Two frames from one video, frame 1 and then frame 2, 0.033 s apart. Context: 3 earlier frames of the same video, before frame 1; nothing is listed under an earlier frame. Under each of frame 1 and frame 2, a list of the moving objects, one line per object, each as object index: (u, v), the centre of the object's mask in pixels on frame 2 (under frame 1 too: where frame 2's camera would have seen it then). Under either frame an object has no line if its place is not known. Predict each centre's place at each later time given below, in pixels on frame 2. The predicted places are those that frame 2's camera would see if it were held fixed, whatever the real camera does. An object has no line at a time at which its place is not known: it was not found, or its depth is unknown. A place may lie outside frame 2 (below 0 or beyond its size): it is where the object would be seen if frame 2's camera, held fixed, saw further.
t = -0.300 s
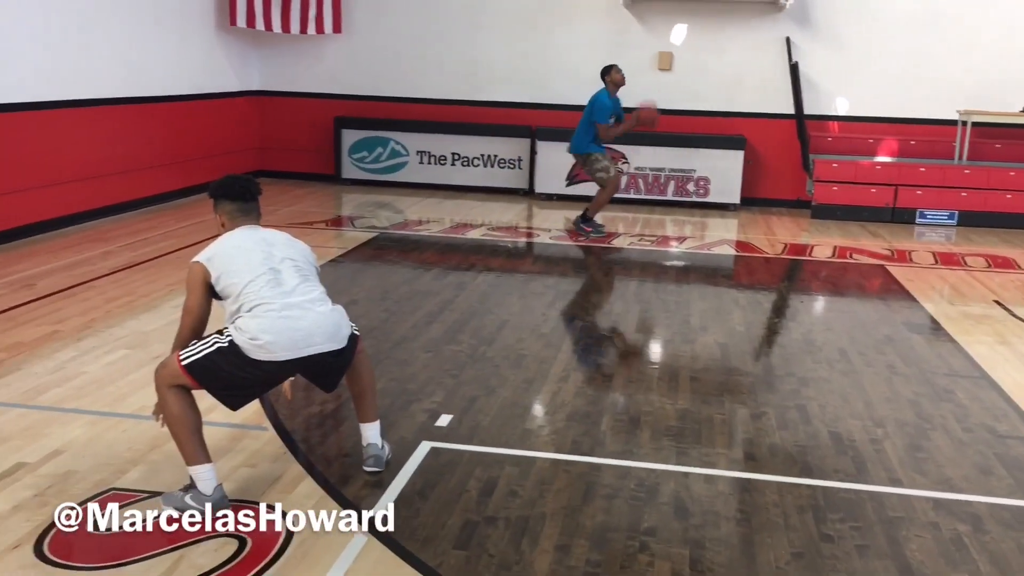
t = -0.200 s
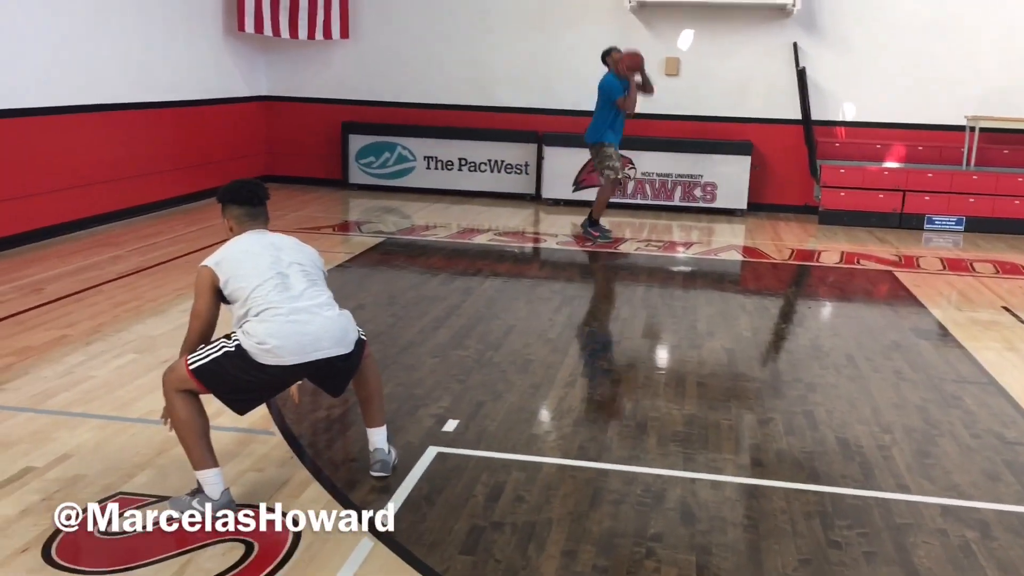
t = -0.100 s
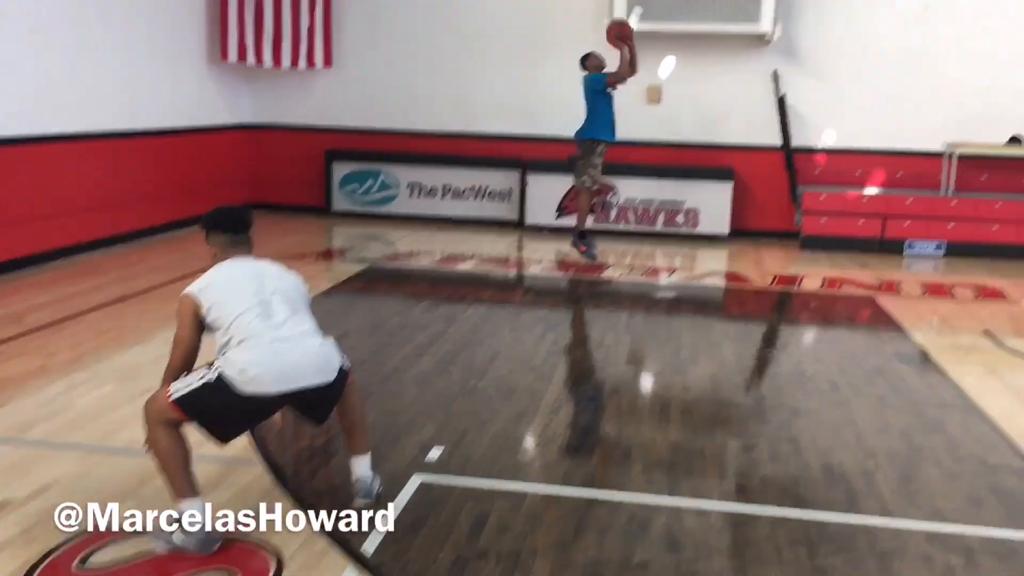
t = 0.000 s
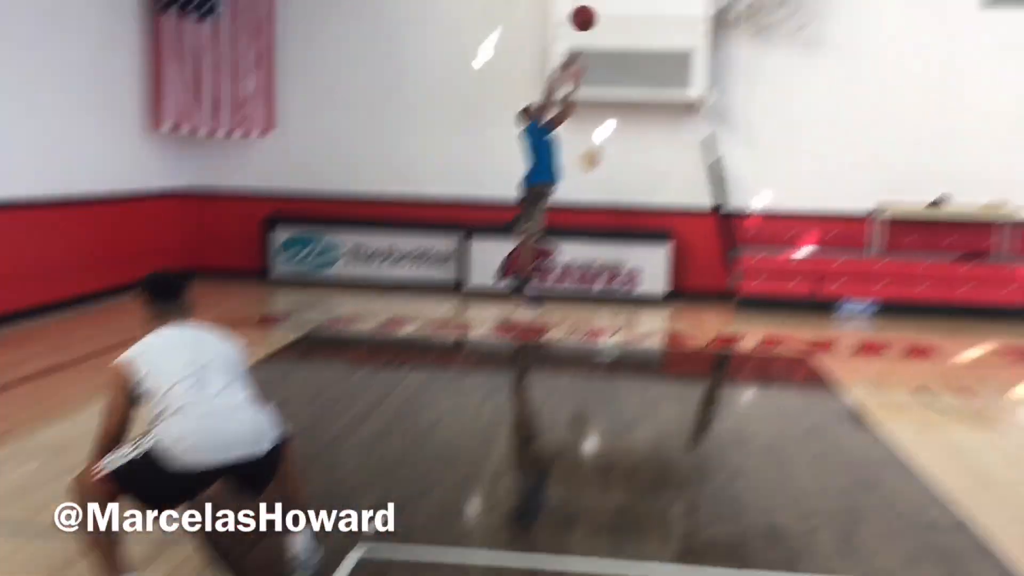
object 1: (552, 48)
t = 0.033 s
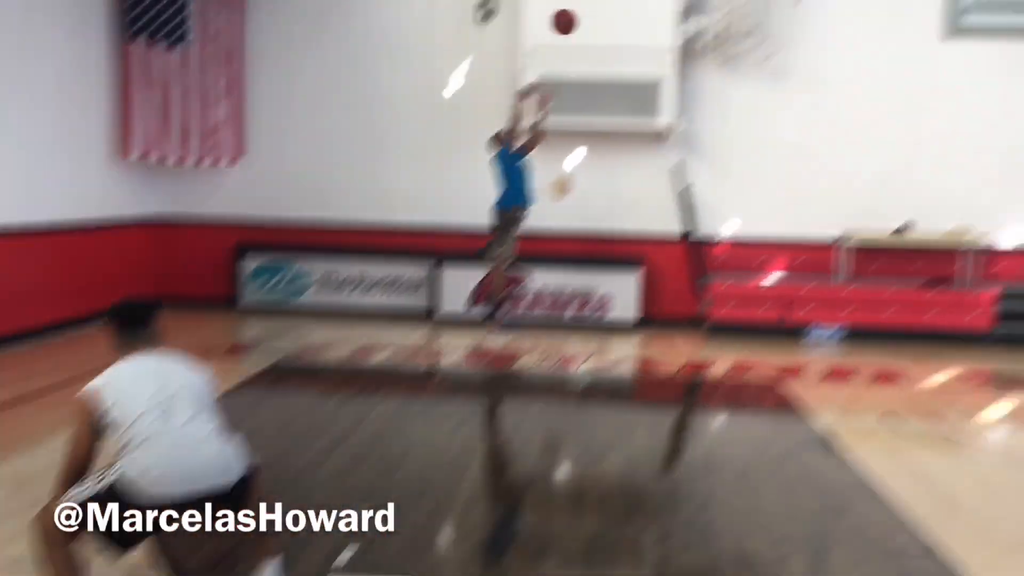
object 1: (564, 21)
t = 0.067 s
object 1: (575, -4)
